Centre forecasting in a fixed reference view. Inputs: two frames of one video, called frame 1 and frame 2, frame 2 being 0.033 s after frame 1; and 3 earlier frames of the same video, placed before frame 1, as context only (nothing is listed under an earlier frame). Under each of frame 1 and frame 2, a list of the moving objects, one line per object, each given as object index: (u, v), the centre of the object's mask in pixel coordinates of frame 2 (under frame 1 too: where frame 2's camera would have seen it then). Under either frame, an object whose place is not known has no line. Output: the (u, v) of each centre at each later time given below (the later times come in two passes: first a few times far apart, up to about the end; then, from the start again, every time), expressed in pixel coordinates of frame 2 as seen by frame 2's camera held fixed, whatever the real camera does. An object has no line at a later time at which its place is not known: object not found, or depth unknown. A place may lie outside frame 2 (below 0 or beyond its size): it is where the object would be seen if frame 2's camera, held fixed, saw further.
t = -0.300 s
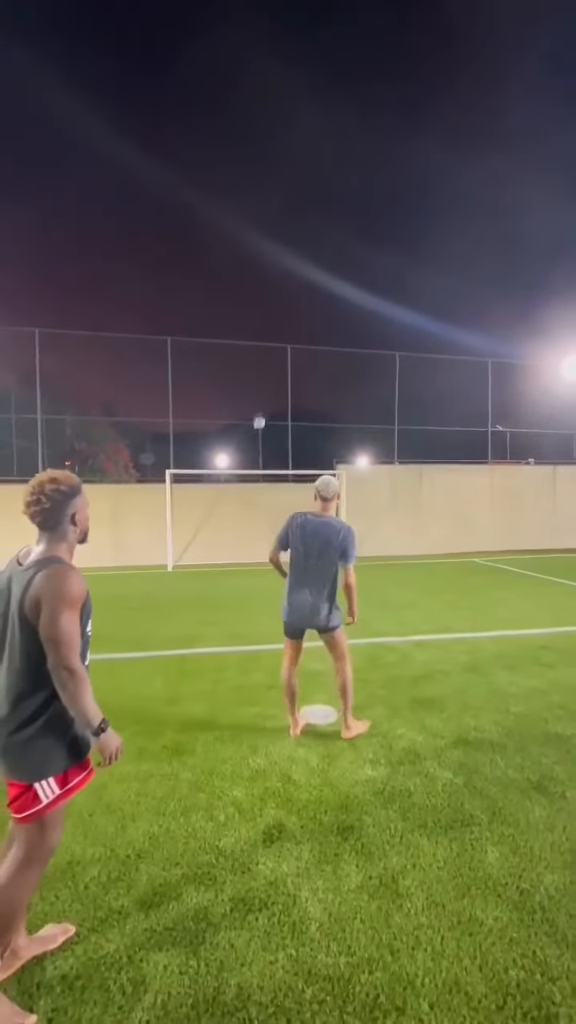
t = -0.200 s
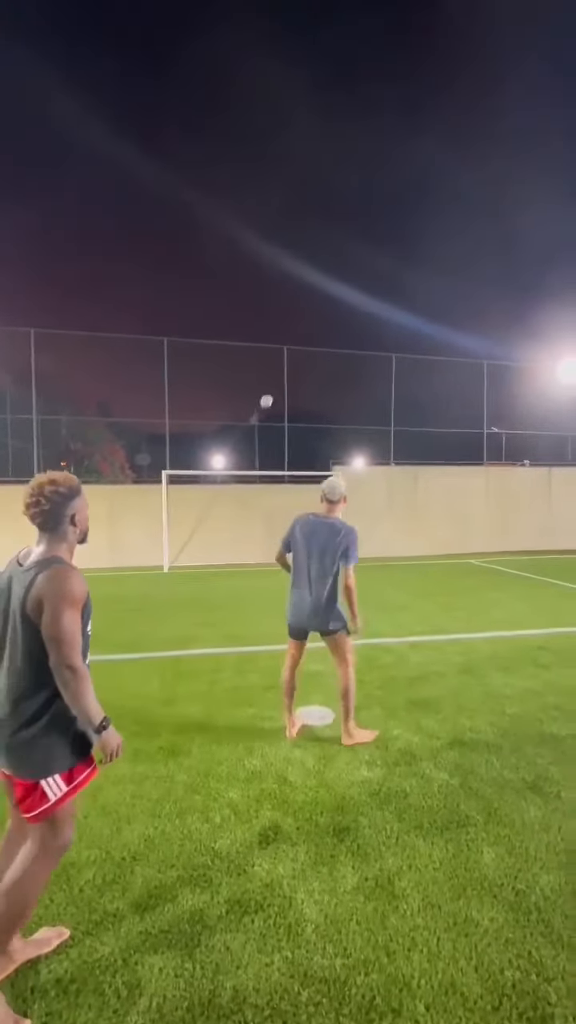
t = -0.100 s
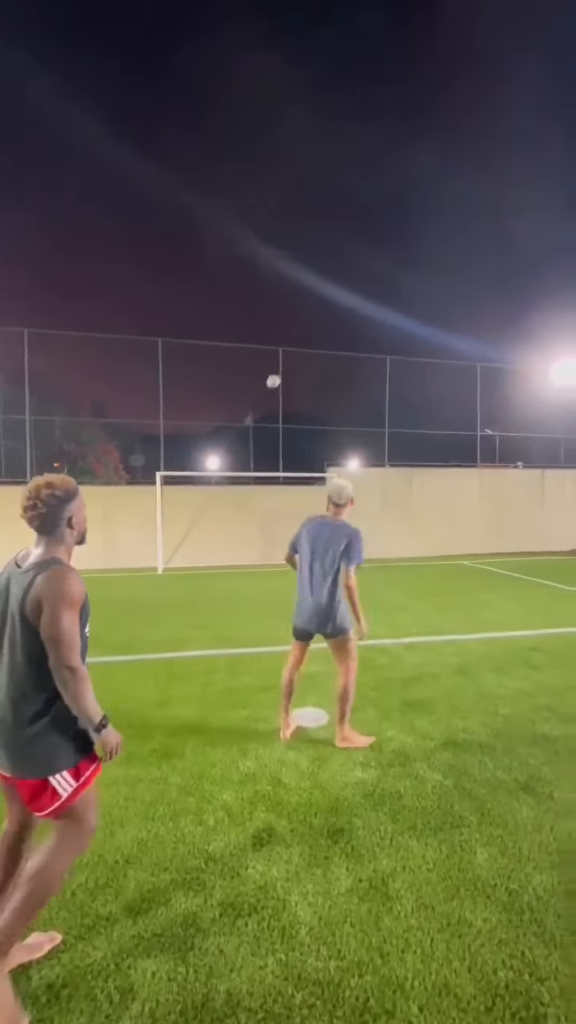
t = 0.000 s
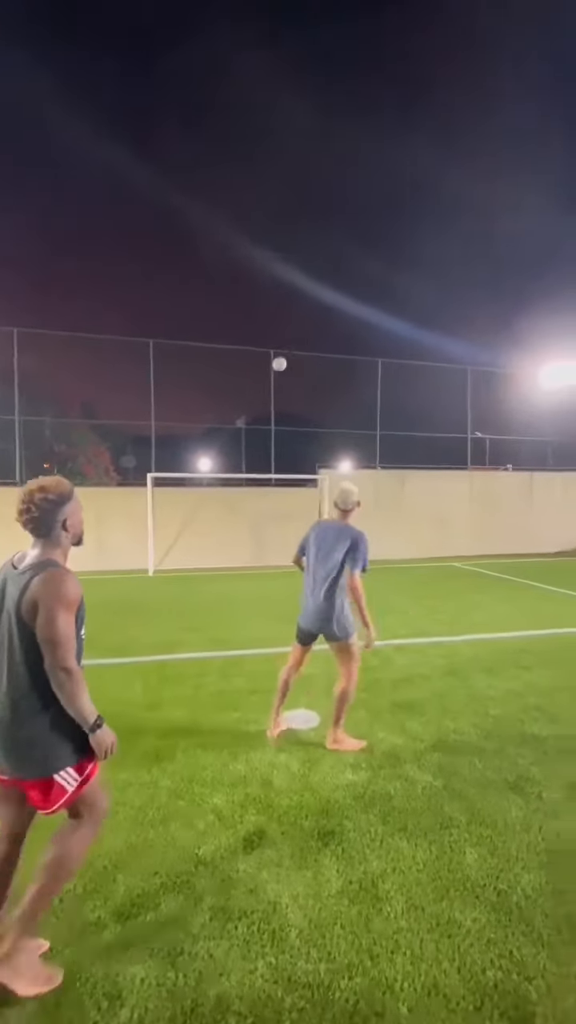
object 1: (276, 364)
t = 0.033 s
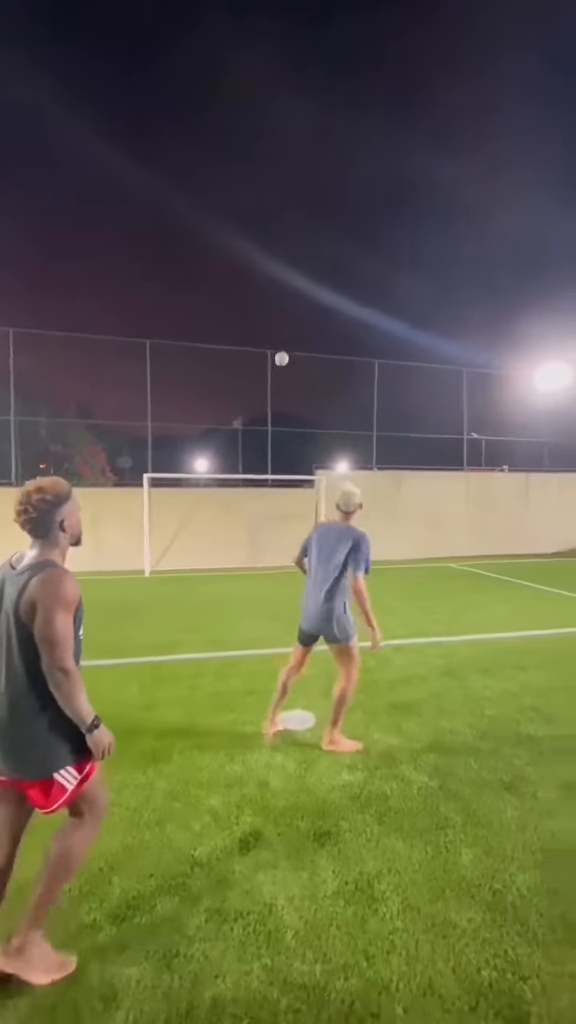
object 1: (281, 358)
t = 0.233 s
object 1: (319, 331)
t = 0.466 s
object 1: (388, 327)
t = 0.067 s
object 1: (287, 353)
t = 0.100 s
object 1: (293, 348)
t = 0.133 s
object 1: (299, 343)
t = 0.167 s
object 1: (303, 338)
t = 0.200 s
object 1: (311, 334)
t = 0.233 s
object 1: (319, 331)
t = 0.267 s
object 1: (327, 328)
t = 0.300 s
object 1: (336, 326)
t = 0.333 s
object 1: (345, 324)
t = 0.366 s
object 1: (354, 323)
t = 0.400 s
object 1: (365, 324)
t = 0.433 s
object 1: (376, 324)
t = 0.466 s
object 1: (388, 327)
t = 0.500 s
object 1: (401, 330)
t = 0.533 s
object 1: (416, 334)
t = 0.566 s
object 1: (431, 341)
